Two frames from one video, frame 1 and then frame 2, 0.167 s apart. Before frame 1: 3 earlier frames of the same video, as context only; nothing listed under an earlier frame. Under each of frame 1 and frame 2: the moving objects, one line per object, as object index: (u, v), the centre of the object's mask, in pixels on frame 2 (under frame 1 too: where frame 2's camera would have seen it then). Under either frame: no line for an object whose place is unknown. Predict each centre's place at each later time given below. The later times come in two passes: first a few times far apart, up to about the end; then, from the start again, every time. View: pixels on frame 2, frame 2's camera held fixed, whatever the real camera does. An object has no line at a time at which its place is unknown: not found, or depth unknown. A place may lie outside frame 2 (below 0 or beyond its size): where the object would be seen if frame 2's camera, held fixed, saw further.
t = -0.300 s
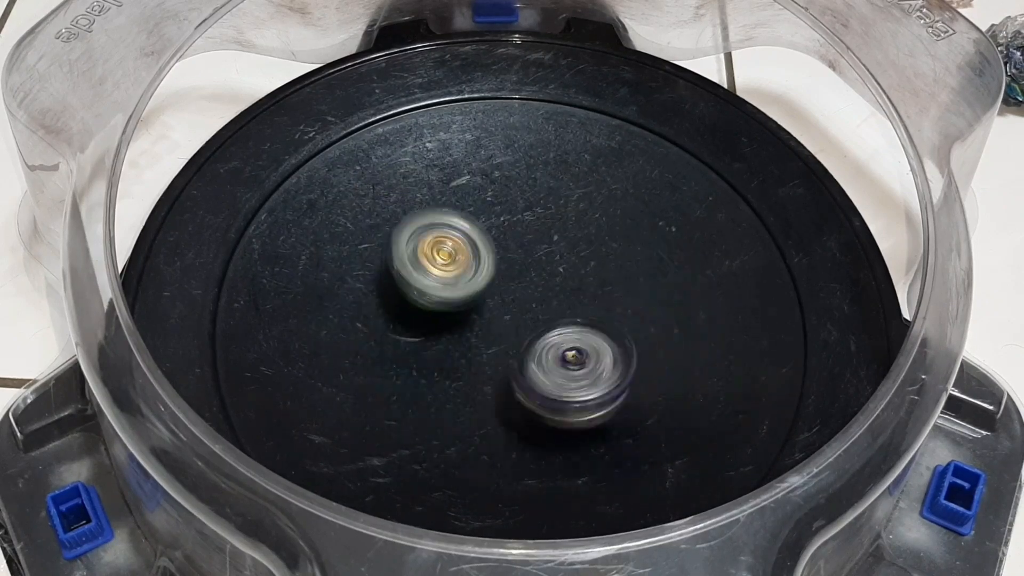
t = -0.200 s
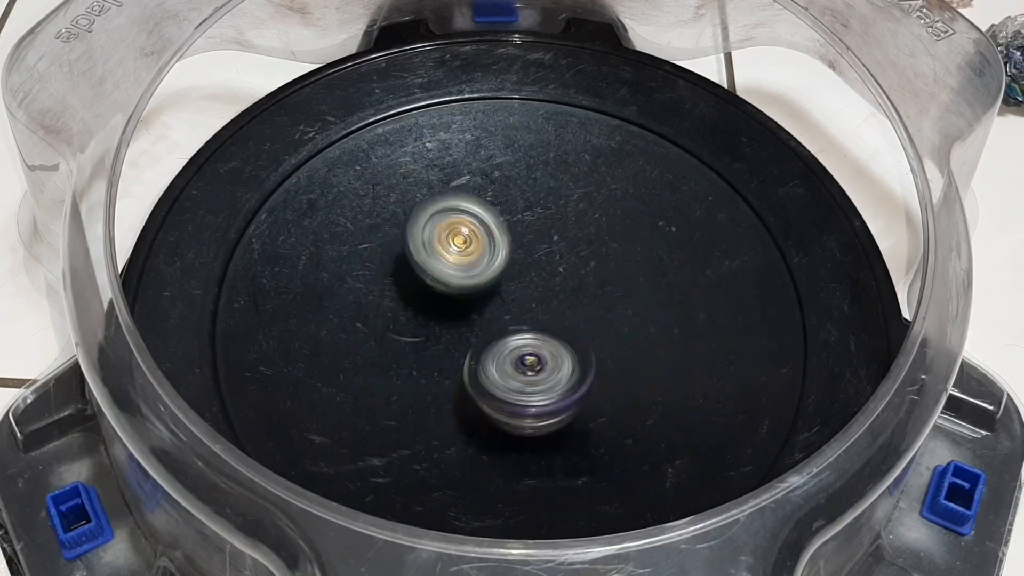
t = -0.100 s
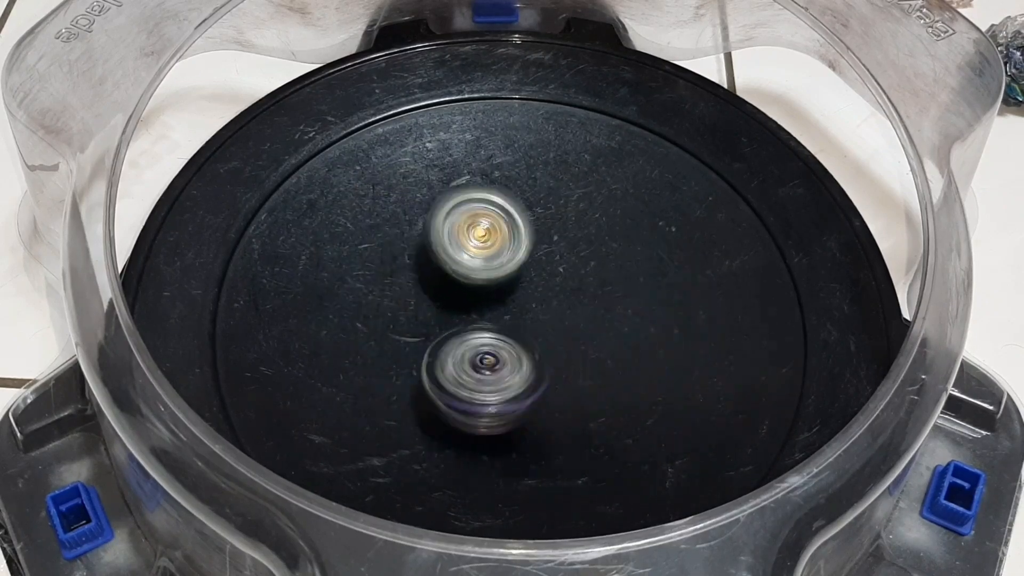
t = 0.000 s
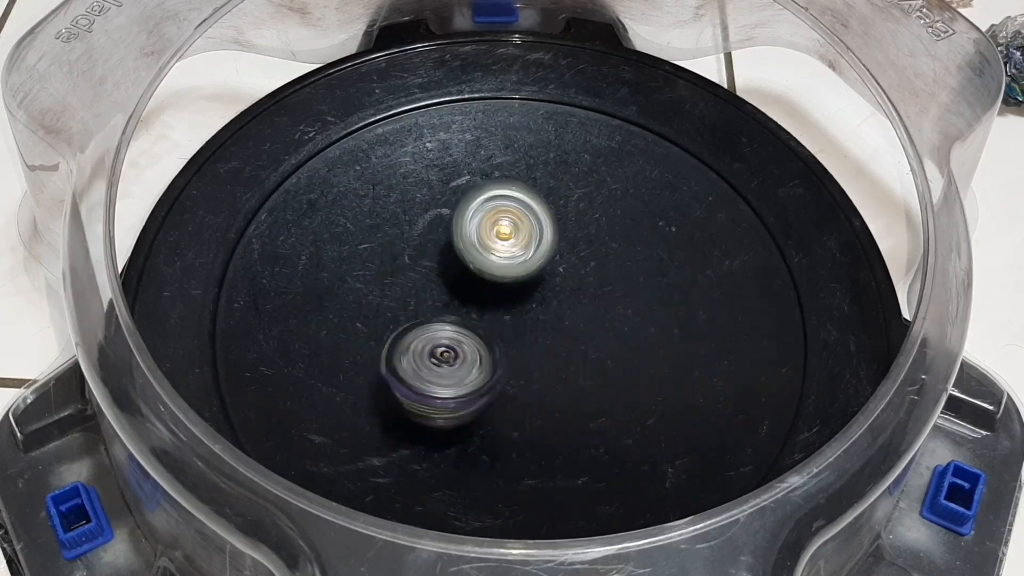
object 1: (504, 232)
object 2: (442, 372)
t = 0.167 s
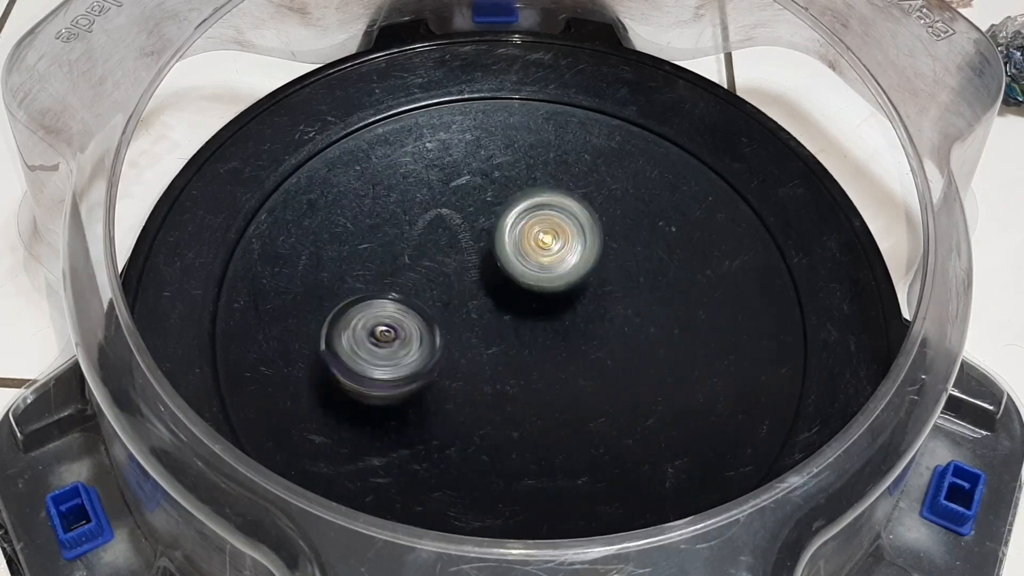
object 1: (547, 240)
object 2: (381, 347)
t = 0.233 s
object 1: (561, 248)
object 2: (365, 339)
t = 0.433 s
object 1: (589, 284)
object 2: (394, 312)
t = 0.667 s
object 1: (588, 339)
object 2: (474, 265)
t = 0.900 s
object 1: (545, 373)
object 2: (558, 232)
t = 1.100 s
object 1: (492, 374)
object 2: (605, 220)
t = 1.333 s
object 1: (449, 340)
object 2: (579, 270)
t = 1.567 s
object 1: (418, 291)
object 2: (577, 344)
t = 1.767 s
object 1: (423, 271)
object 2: (590, 400)
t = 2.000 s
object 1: (442, 250)
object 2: (559, 382)
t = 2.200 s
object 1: (474, 236)
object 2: (505, 353)
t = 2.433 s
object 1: (521, 247)
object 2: (451, 349)
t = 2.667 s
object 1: (547, 282)
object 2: (429, 354)
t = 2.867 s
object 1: (557, 302)
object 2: (426, 347)
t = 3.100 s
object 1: (565, 306)
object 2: (424, 323)
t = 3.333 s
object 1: (560, 306)
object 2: (407, 280)
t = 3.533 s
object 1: (542, 306)
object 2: (427, 251)
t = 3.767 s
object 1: (538, 303)
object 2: (443, 238)
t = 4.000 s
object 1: (559, 334)
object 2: (466, 216)
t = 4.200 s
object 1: (553, 343)
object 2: (499, 248)
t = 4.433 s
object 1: (531, 369)
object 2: (512, 248)
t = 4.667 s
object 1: (508, 381)
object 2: (533, 222)
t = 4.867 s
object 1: (500, 344)
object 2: (541, 247)
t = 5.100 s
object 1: (480, 328)
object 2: (554, 246)
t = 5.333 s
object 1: (473, 323)
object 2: (563, 268)
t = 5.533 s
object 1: (459, 316)
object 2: (568, 311)
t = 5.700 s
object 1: (459, 306)
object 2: (566, 353)
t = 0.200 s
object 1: (554, 243)
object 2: (373, 343)
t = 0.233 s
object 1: (561, 248)
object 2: (365, 339)
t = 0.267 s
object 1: (567, 252)
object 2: (365, 335)
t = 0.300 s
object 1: (573, 257)
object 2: (366, 334)
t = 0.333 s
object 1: (578, 264)
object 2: (368, 329)
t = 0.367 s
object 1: (582, 271)
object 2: (375, 325)
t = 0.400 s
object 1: (586, 277)
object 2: (385, 321)
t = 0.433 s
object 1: (589, 284)
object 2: (394, 312)
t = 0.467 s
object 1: (591, 292)
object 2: (408, 306)
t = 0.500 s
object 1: (593, 300)
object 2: (417, 299)
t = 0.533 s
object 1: (594, 307)
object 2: (430, 289)
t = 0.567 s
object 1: (593, 316)
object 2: (440, 285)
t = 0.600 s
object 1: (592, 324)
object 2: (450, 278)
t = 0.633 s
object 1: (590, 331)
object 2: (466, 269)
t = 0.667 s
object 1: (588, 339)
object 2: (474, 265)
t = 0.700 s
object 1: (584, 345)
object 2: (487, 258)
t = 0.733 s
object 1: (579, 351)
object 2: (500, 253)
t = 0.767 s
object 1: (574, 357)
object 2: (509, 249)
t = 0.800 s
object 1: (568, 362)
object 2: (524, 243)
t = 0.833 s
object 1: (561, 366)
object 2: (536, 241)
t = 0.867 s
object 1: (553, 370)
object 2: (544, 236)
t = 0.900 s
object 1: (545, 373)
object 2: (558, 232)
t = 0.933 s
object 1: (536, 375)
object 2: (570, 231)
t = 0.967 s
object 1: (527, 377)
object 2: (577, 227)
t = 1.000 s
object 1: (518, 377)
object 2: (590, 224)
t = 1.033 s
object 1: (509, 377)
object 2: (598, 224)
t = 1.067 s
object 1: (500, 376)
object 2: (602, 219)
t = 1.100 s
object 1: (492, 374)
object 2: (605, 220)
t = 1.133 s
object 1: (484, 371)
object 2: (605, 222)
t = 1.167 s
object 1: (476, 367)
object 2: (603, 224)
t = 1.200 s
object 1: (469, 363)
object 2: (600, 232)
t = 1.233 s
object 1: (462, 358)
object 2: (596, 239)
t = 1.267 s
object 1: (457, 353)
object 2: (590, 248)
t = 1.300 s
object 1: (452, 347)
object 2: (584, 260)
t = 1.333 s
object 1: (449, 340)
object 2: (579, 270)
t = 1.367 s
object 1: (445, 333)
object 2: (574, 280)
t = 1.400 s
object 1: (443, 325)
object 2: (568, 294)
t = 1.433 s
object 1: (441, 318)
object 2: (562, 302)
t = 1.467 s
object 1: (430, 310)
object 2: (566, 312)
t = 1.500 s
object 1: (422, 302)
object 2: (572, 324)
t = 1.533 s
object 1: (418, 295)
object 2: (574, 334)
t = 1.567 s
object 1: (418, 291)
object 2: (577, 344)
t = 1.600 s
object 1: (420, 288)
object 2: (581, 354)
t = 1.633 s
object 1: (421, 286)
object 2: (582, 366)
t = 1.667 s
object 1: (422, 282)
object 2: (584, 374)
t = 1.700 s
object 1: (422, 278)
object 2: (586, 382)
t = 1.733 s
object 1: (422, 275)
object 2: (587, 392)
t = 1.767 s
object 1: (423, 271)
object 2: (590, 400)
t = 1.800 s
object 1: (423, 267)
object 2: (591, 401)
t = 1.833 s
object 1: (423, 264)
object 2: (591, 402)
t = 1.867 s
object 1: (423, 263)
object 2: (589, 402)
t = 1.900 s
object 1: (425, 260)
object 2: (585, 399)
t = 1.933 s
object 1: (429, 257)
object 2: (578, 393)
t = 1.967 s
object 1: (436, 253)
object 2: (571, 387)
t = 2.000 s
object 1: (442, 250)
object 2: (559, 382)
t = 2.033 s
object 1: (447, 250)
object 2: (549, 373)
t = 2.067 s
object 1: (453, 251)
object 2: (538, 366)
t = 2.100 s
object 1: (459, 253)
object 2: (528, 357)
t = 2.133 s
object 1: (465, 254)
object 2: (518, 351)
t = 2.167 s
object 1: (468, 244)
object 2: (512, 354)
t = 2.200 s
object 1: (474, 236)
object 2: (505, 353)
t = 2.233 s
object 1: (484, 231)
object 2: (496, 351)
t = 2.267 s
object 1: (494, 228)
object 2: (485, 351)
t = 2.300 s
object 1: (501, 228)
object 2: (474, 352)
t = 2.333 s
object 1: (507, 230)
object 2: (464, 352)
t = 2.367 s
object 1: (512, 235)
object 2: (458, 350)
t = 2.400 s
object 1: (517, 240)
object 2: (455, 350)
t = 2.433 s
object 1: (521, 247)
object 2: (451, 349)
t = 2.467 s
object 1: (524, 254)
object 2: (449, 350)
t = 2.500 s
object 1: (525, 262)
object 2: (448, 348)
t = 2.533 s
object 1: (530, 266)
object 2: (444, 347)
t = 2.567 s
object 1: (537, 270)
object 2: (438, 350)
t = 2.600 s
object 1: (542, 273)
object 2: (433, 351)
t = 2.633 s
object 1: (545, 277)
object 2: (429, 353)
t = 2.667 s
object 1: (547, 282)
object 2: (429, 354)
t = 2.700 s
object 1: (547, 286)
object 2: (429, 355)
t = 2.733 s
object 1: (547, 291)
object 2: (431, 354)
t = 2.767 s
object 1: (545, 295)
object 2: (434, 351)
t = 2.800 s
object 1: (549, 297)
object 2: (433, 349)
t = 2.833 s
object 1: (554, 299)
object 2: (429, 347)
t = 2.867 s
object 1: (557, 302)
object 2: (426, 347)
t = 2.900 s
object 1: (559, 304)
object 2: (424, 345)
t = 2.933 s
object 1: (559, 304)
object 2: (425, 343)
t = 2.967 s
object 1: (558, 304)
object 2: (425, 340)
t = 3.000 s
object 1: (556, 305)
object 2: (428, 337)
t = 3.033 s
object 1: (554, 306)
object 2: (434, 334)
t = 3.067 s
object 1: (560, 306)
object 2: (428, 328)
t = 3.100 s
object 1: (565, 306)
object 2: (424, 323)
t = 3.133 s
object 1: (569, 307)
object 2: (419, 318)
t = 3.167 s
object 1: (573, 307)
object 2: (414, 311)
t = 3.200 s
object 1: (573, 306)
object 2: (409, 304)
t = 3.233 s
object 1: (572, 307)
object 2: (407, 298)
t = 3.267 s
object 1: (569, 307)
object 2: (405, 291)
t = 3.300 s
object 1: (564, 306)
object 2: (405, 286)
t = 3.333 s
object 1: (560, 306)
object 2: (407, 280)
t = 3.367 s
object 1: (555, 305)
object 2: (409, 275)
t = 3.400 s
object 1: (550, 304)
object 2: (413, 270)
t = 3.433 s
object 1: (545, 304)
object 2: (418, 267)
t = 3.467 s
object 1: (540, 303)
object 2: (424, 263)
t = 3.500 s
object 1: (541, 304)
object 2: (426, 258)
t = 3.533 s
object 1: (542, 306)
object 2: (427, 251)
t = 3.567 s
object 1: (544, 306)
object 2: (425, 245)
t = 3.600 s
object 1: (544, 306)
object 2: (426, 240)
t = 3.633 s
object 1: (544, 306)
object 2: (426, 237)
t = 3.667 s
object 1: (543, 305)
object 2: (429, 234)
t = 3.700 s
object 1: (541, 304)
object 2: (433, 235)
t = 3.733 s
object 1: (540, 304)
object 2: (437, 236)
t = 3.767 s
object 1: (538, 303)
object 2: (443, 238)
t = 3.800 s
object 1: (540, 309)
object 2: (448, 236)
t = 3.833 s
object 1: (547, 318)
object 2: (450, 231)
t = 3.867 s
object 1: (549, 324)
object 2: (451, 226)
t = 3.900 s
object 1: (554, 326)
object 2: (456, 221)
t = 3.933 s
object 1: (555, 329)
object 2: (459, 218)
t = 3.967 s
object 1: (558, 331)
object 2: (463, 216)
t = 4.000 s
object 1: (559, 334)
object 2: (466, 216)
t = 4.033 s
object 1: (560, 336)
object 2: (470, 218)
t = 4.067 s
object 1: (559, 337)
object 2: (476, 223)
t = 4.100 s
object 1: (557, 340)
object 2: (481, 228)
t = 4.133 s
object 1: (556, 341)
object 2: (488, 233)
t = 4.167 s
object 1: (555, 343)
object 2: (495, 243)
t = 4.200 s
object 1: (553, 343)
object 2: (499, 248)
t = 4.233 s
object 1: (549, 346)
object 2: (500, 254)
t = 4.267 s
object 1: (550, 352)
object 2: (506, 251)
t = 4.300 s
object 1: (546, 355)
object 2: (504, 249)
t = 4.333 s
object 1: (543, 354)
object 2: (506, 249)
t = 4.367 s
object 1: (538, 353)
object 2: (505, 251)
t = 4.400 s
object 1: (536, 353)
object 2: (508, 256)
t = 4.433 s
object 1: (531, 369)
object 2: (512, 248)
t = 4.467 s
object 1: (529, 381)
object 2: (515, 235)
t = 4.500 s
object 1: (524, 389)
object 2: (515, 231)
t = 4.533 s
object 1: (521, 391)
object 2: (517, 228)
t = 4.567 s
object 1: (518, 390)
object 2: (519, 225)
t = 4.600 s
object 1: (515, 388)
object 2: (523, 220)
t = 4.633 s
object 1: (512, 385)
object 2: (527, 220)
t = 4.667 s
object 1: (508, 381)
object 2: (533, 222)
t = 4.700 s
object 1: (506, 376)
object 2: (535, 223)
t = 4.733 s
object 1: (502, 371)
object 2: (538, 224)
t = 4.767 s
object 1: (501, 364)
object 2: (540, 228)
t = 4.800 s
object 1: (500, 358)
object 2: (544, 236)
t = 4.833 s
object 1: (499, 350)
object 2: (542, 243)
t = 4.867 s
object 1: (500, 344)
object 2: (541, 247)
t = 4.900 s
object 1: (498, 339)
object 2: (540, 248)
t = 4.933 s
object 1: (489, 342)
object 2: (552, 243)
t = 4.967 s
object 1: (481, 342)
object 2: (558, 240)
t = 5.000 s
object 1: (477, 340)
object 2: (558, 243)
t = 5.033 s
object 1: (479, 337)
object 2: (555, 243)
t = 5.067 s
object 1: (477, 332)
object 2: (556, 244)
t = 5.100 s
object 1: (480, 328)
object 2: (554, 246)
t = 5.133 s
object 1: (483, 326)
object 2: (558, 253)
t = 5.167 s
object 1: (479, 326)
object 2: (564, 253)
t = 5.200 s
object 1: (474, 326)
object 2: (570, 256)
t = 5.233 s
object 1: (477, 326)
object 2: (571, 261)
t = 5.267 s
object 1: (478, 325)
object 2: (569, 264)
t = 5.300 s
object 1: (475, 324)
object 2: (564, 266)
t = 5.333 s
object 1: (473, 323)
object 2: (563, 268)
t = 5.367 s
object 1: (471, 322)
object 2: (562, 269)
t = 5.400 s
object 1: (469, 322)
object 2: (568, 278)
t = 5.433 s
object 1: (463, 321)
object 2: (565, 287)
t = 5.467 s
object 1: (464, 320)
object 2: (569, 296)
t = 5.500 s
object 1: (464, 318)
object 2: (569, 302)
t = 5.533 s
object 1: (459, 316)
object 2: (568, 311)
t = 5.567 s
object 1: (457, 314)
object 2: (572, 323)
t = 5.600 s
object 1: (455, 312)
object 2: (570, 330)
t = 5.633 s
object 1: (457, 310)
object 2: (568, 337)
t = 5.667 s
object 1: (458, 308)
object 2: (568, 346)
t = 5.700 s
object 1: (459, 306)
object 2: (566, 353)
